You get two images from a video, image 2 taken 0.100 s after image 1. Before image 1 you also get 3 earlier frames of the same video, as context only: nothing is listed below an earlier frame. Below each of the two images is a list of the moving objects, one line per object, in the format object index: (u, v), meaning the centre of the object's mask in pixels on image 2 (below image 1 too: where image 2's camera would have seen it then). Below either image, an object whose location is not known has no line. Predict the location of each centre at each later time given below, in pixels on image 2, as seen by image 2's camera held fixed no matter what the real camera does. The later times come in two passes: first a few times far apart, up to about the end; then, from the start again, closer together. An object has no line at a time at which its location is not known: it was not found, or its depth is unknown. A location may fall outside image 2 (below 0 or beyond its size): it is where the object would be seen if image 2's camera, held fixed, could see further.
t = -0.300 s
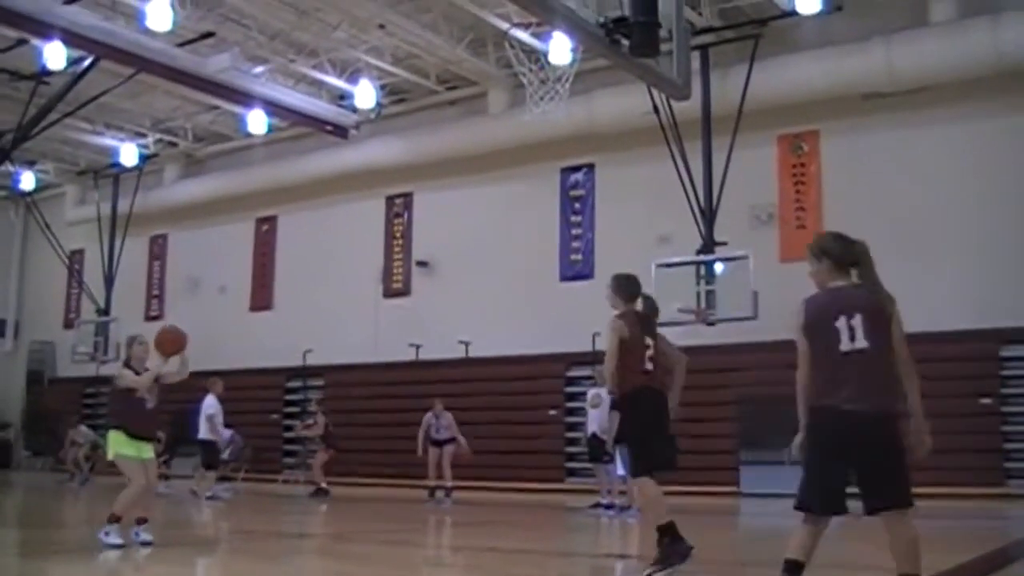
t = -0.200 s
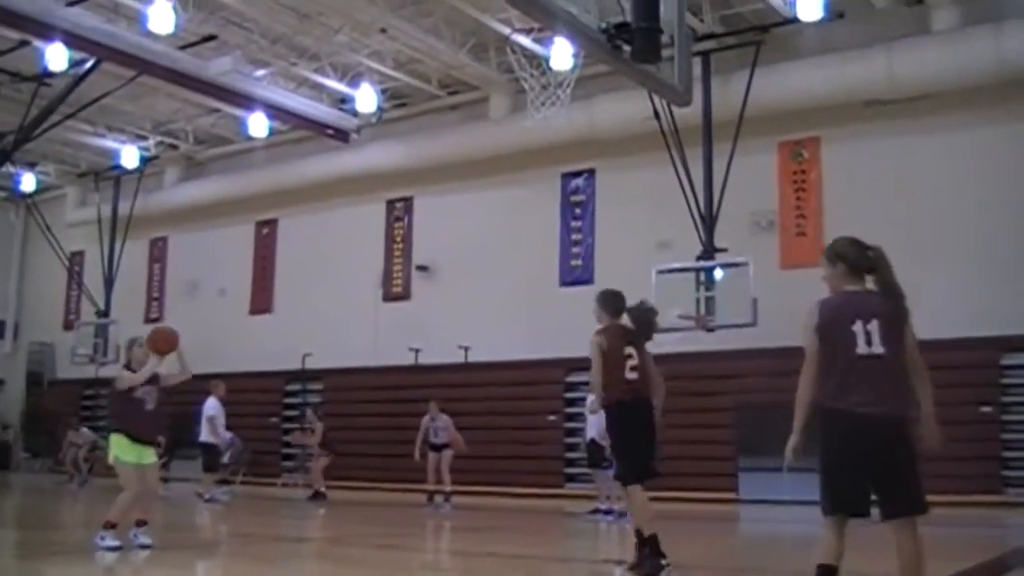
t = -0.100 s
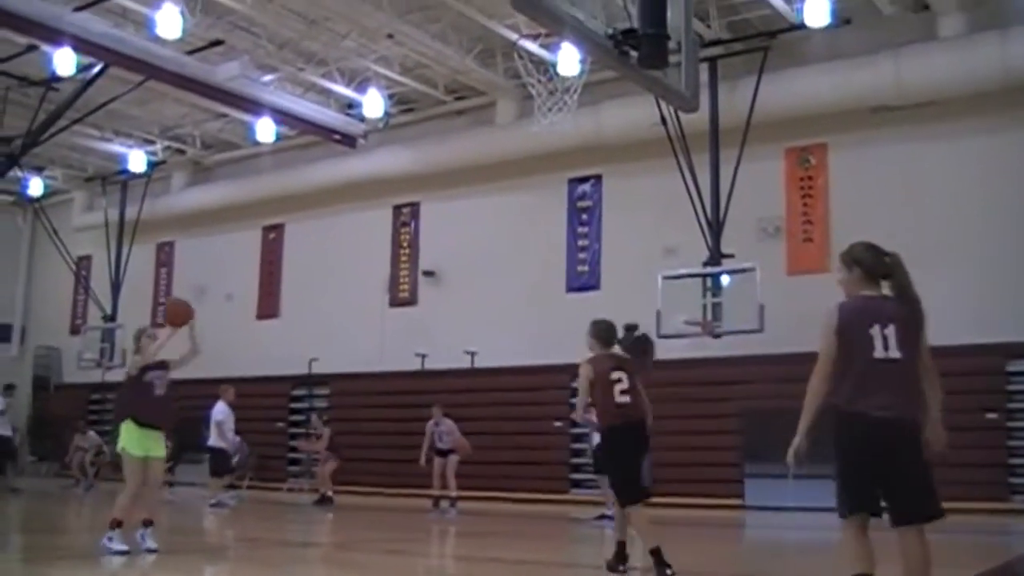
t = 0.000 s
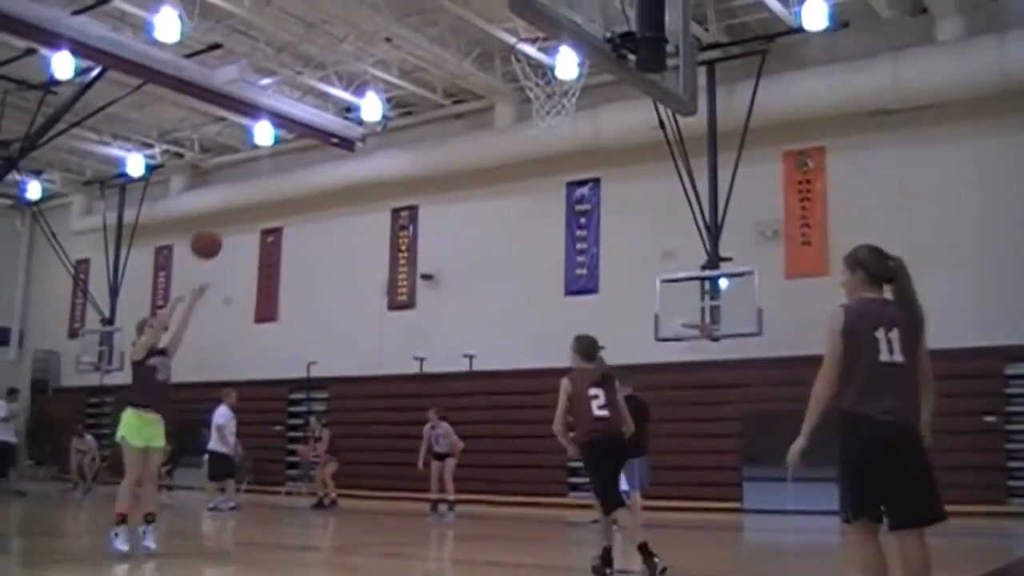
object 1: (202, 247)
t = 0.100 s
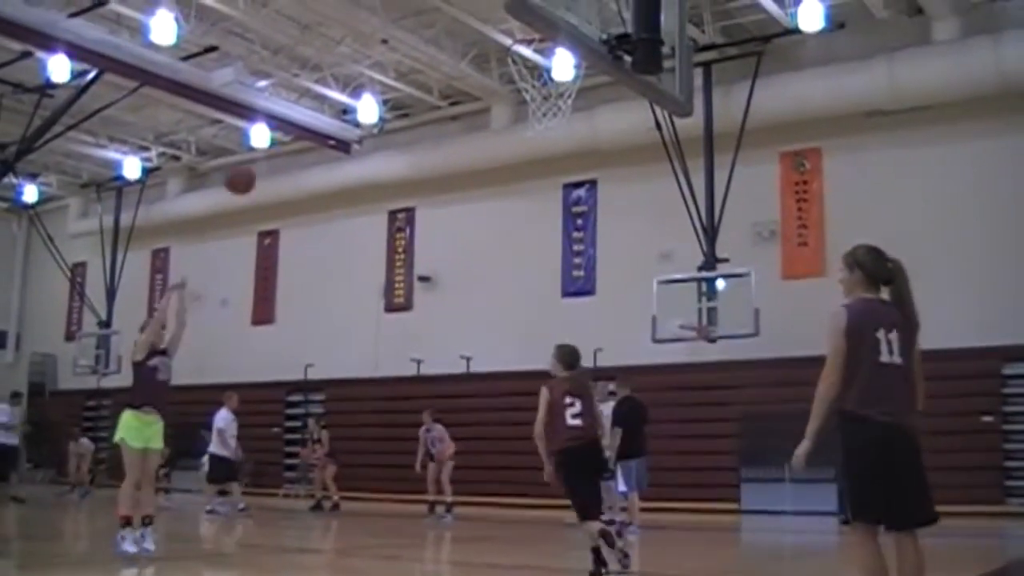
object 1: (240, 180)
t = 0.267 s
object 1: (304, 91)
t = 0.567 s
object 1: (427, 22)
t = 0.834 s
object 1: (531, 41)
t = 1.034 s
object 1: (537, 56)
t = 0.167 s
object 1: (265, 142)
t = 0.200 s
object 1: (280, 123)
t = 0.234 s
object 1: (290, 107)
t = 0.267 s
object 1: (304, 91)
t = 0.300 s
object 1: (317, 79)
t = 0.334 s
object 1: (331, 66)
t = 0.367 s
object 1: (344, 56)
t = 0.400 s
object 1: (357, 46)
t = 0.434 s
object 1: (370, 39)
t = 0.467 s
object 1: (385, 33)
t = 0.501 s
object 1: (398, 28)
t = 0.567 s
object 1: (427, 22)
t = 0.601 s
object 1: (442, 22)
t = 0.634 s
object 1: (457, 23)
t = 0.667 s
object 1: (473, 26)
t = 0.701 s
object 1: (488, 31)
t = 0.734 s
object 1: (504, 38)
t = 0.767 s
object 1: (516, 41)
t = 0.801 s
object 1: (524, 41)
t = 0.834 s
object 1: (531, 41)
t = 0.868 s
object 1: (540, 46)
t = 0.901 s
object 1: (544, 47)
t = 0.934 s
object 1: (550, 49)
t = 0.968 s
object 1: (551, 51)
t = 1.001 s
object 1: (548, 52)
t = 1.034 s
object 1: (537, 56)
